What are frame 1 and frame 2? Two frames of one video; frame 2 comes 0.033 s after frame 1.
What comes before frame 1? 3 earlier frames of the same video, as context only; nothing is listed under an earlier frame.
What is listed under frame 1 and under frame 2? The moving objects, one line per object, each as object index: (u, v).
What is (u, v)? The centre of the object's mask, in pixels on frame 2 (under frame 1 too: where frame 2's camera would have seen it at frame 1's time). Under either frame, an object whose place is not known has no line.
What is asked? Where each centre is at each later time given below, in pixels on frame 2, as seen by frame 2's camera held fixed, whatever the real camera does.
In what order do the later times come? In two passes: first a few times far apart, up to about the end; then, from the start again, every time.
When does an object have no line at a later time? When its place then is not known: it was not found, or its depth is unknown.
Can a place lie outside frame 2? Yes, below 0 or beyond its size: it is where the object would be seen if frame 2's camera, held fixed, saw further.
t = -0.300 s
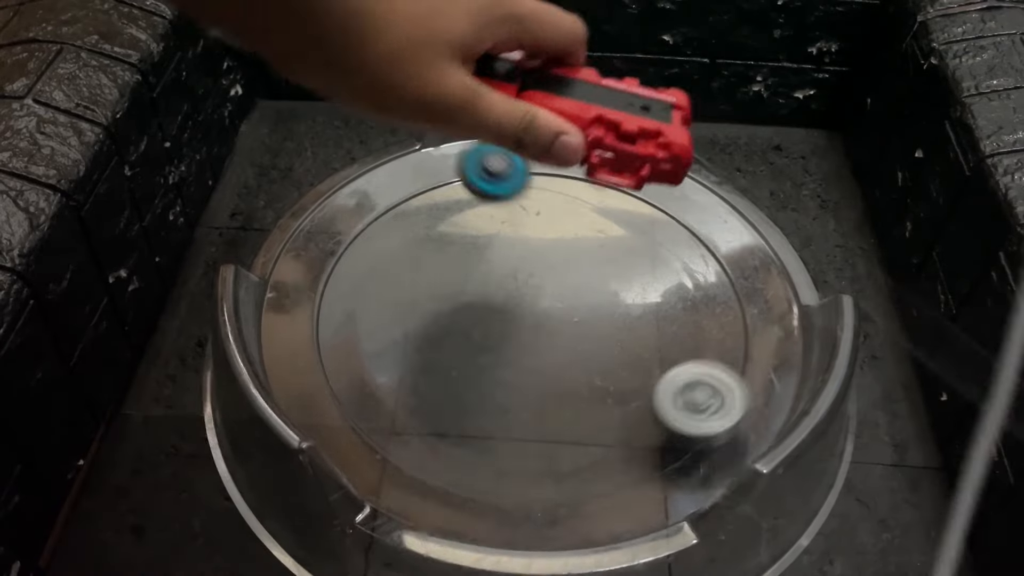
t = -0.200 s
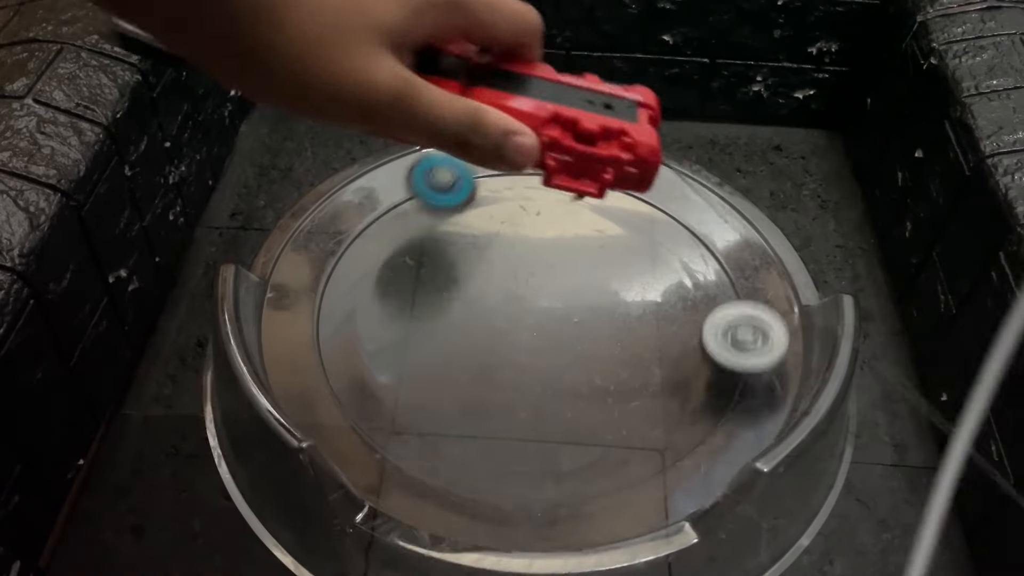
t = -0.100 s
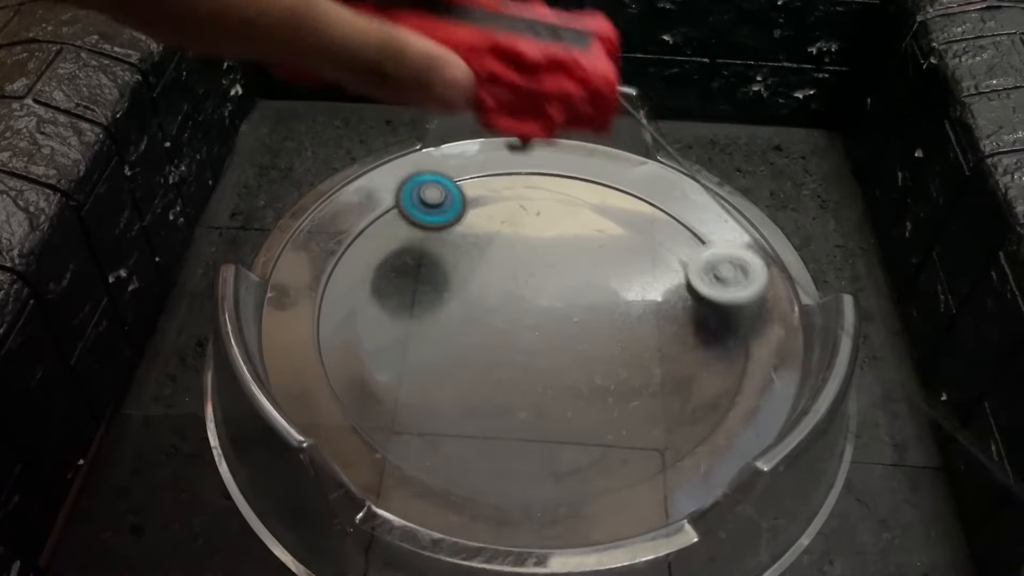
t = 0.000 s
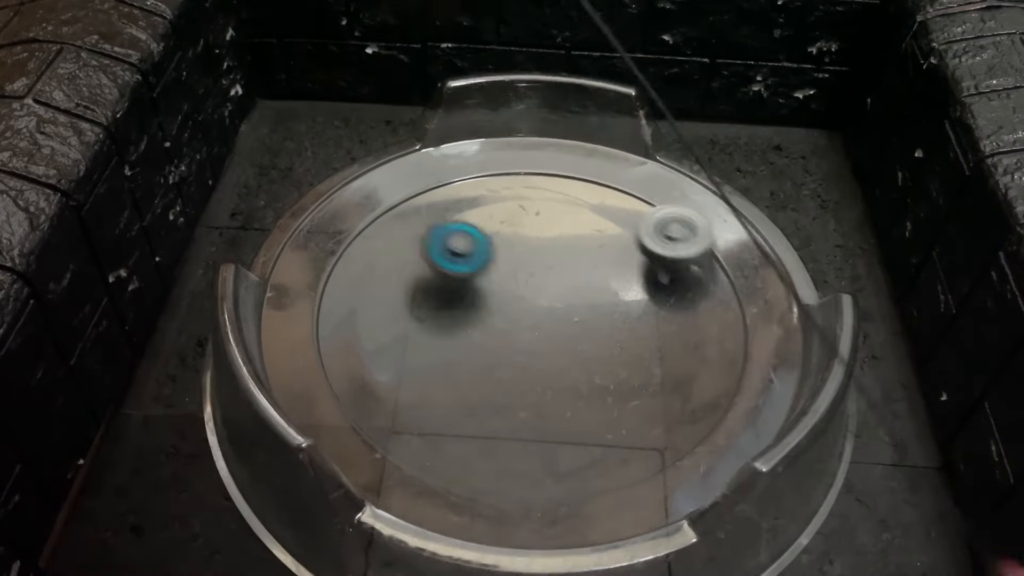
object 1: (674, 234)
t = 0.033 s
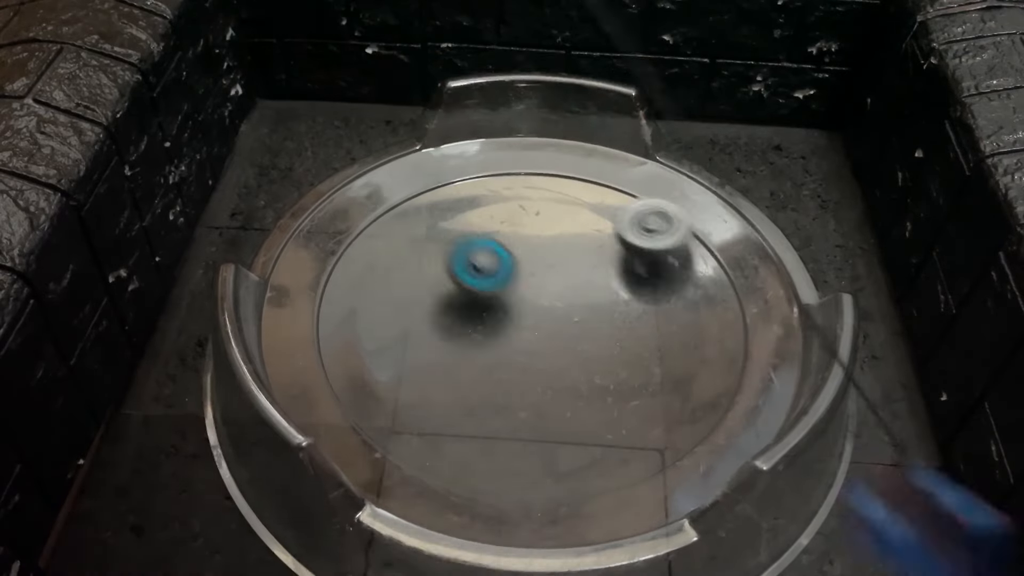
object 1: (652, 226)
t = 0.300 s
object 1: (437, 257)
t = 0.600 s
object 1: (495, 440)
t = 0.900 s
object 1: (680, 371)
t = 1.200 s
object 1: (689, 358)
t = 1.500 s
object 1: (564, 292)
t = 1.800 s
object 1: (430, 335)
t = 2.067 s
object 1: (543, 433)
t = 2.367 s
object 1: (675, 340)
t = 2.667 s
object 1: (498, 226)
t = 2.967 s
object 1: (348, 332)
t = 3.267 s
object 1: (482, 416)
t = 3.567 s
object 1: (603, 320)
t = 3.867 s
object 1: (509, 226)
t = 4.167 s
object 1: (432, 275)
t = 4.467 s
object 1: (494, 340)
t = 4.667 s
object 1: (556, 336)
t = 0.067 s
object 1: (629, 219)
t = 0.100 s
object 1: (602, 215)
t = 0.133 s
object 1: (572, 212)
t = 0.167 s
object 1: (542, 214)
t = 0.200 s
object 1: (514, 218)
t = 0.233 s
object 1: (484, 227)
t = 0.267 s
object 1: (460, 240)
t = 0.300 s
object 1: (437, 257)
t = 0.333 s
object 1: (418, 275)
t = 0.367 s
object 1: (404, 299)
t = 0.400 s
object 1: (398, 322)
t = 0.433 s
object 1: (398, 345)
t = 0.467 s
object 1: (406, 370)
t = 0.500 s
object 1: (422, 392)
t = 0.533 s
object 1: (443, 412)
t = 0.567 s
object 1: (468, 429)
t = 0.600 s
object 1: (495, 440)
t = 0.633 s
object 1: (524, 447)
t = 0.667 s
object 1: (555, 450)
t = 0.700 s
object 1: (584, 447)
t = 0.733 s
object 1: (611, 439)
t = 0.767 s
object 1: (635, 429)
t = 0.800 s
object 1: (653, 416)
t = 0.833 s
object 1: (667, 401)
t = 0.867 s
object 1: (676, 385)
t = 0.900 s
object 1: (680, 371)
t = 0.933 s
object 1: (690, 377)
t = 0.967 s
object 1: (699, 390)
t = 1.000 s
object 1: (704, 398)
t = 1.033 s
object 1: (706, 397)
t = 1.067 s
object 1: (706, 392)
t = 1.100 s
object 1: (704, 385)
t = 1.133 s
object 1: (700, 377)
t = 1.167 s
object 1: (695, 367)
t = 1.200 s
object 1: (689, 358)
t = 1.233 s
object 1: (680, 348)
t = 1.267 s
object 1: (671, 339)
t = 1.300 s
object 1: (660, 329)
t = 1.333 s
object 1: (648, 320)
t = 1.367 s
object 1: (633, 312)
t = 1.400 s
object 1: (617, 305)
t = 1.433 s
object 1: (601, 299)
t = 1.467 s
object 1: (583, 295)
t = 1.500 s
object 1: (564, 292)
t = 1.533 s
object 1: (547, 291)
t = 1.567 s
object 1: (529, 292)
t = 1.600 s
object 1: (511, 295)
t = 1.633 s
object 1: (493, 298)
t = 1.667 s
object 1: (477, 303)
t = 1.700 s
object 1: (462, 310)
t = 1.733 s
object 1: (450, 317)
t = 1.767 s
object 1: (439, 325)
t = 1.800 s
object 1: (430, 335)
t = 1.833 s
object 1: (424, 345)
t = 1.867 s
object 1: (421, 354)
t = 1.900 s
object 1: (420, 363)
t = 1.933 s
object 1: (423, 372)
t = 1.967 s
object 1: (426, 379)
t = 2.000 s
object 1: (450, 391)
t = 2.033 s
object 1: (500, 416)
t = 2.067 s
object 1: (543, 433)
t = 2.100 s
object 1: (580, 438)
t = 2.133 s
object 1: (613, 437)
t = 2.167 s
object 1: (637, 432)
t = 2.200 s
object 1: (656, 422)
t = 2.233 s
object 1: (669, 408)
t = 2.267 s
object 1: (676, 392)
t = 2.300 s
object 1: (679, 375)
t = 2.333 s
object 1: (679, 359)
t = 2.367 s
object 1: (675, 340)
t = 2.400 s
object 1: (668, 321)
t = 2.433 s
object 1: (657, 304)
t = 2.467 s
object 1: (642, 284)
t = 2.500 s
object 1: (624, 268)
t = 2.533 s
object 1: (602, 255)
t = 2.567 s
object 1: (578, 242)
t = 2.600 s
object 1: (553, 233)
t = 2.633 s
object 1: (526, 229)
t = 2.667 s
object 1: (498, 226)
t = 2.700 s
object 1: (470, 227)
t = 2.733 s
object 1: (443, 232)
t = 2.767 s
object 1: (420, 240)
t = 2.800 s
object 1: (398, 252)
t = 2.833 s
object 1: (379, 263)
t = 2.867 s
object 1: (366, 279)
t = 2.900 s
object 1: (355, 296)
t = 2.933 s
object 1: (349, 315)
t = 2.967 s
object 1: (348, 332)
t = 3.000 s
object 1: (350, 350)
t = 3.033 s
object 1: (357, 360)
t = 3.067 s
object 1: (367, 373)
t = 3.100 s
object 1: (378, 388)
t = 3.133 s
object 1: (394, 396)
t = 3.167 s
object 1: (413, 404)
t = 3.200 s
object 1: (435, 411)
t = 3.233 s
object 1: (458, 416)
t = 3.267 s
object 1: (482, 416)
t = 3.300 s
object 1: (505, 414)
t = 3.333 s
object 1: (527, 407)
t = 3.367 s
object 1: (546, 399)
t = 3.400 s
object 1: (563, 389)
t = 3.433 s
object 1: (576, 377)
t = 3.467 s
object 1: (587, 364)
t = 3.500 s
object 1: (596, 349)
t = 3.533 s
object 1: (601, 334)
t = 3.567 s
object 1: (603, 320)
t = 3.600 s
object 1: (601, 303)
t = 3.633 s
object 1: (596, 288)
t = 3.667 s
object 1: (589, 275)
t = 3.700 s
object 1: (580, 261)
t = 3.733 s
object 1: (568, 250)
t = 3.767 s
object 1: (555, 242)
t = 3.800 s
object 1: (541, 234)
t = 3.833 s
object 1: (526, 227)
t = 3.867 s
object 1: (509, 226)
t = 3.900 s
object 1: (495, 224)
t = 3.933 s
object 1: (483, 225)
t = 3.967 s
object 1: (470, 229)
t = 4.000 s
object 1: (458, 233)
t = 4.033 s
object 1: (448, 241)
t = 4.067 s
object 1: (441, 249)
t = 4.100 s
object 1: (437, 257)
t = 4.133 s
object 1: (434, 266)
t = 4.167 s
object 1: (432, 275)
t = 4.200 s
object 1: (433, 285)
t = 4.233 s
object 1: (436, 294)
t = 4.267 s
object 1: (440, 303)
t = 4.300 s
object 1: (446, 311)
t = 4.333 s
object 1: (453, 319)
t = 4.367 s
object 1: (462, 326)
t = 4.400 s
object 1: (472, 331)
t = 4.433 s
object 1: (483, 336)
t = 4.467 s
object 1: (494, 340)
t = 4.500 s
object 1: (505, 342)
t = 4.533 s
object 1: (517, 343)
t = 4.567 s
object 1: (528, 343)
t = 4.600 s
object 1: (539, 342)
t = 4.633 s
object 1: (548, 340)
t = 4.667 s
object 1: (556, 336)
